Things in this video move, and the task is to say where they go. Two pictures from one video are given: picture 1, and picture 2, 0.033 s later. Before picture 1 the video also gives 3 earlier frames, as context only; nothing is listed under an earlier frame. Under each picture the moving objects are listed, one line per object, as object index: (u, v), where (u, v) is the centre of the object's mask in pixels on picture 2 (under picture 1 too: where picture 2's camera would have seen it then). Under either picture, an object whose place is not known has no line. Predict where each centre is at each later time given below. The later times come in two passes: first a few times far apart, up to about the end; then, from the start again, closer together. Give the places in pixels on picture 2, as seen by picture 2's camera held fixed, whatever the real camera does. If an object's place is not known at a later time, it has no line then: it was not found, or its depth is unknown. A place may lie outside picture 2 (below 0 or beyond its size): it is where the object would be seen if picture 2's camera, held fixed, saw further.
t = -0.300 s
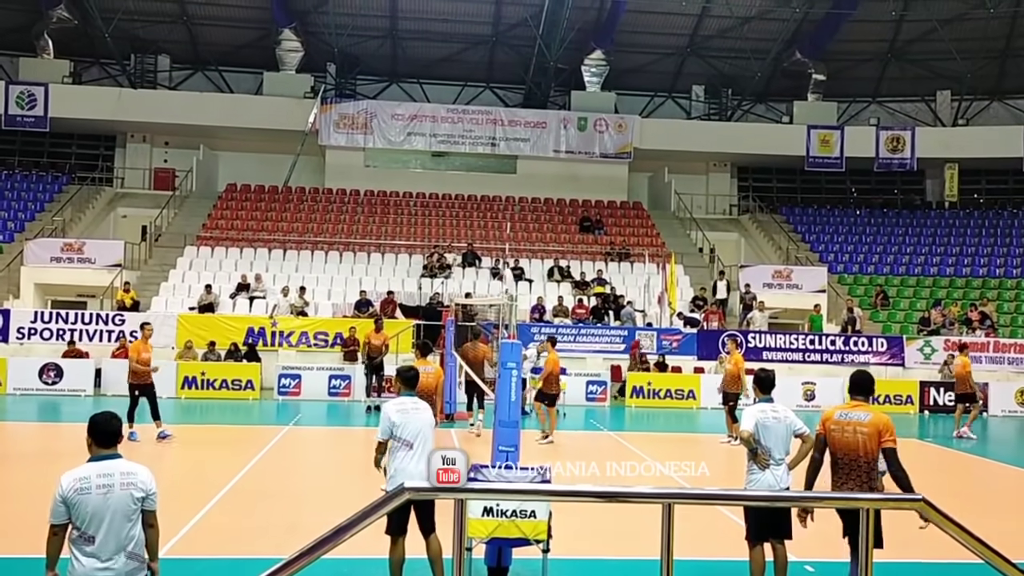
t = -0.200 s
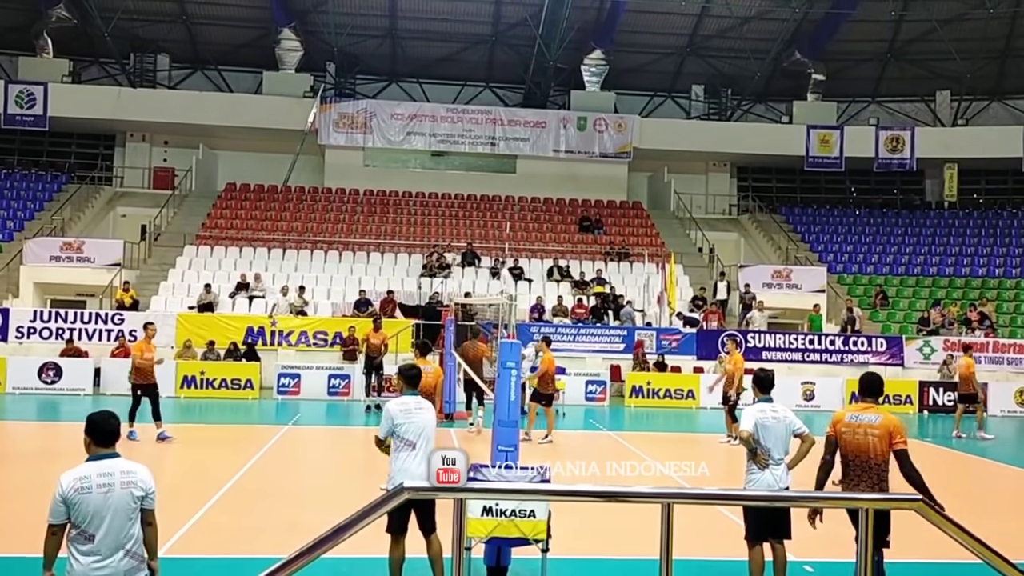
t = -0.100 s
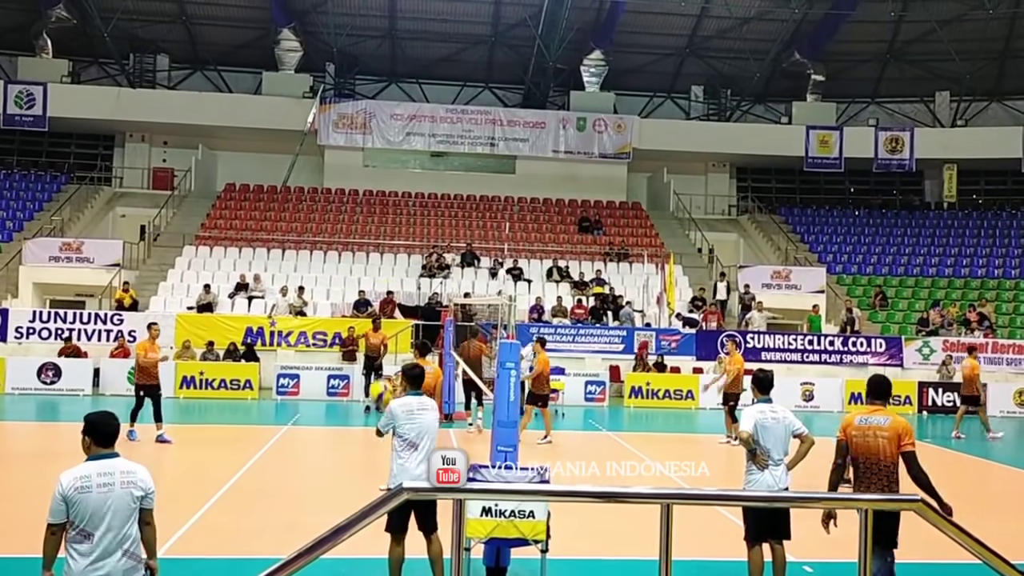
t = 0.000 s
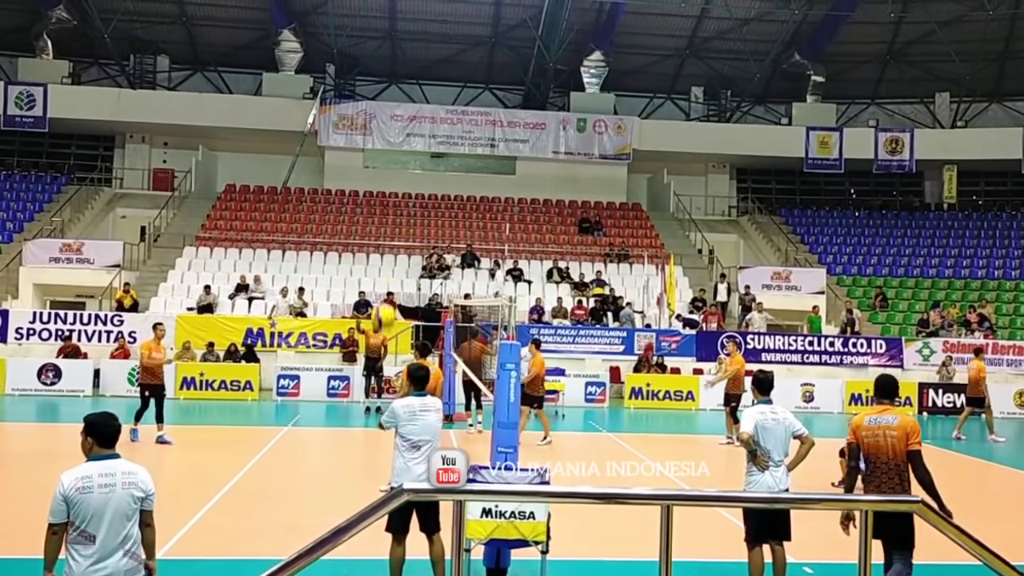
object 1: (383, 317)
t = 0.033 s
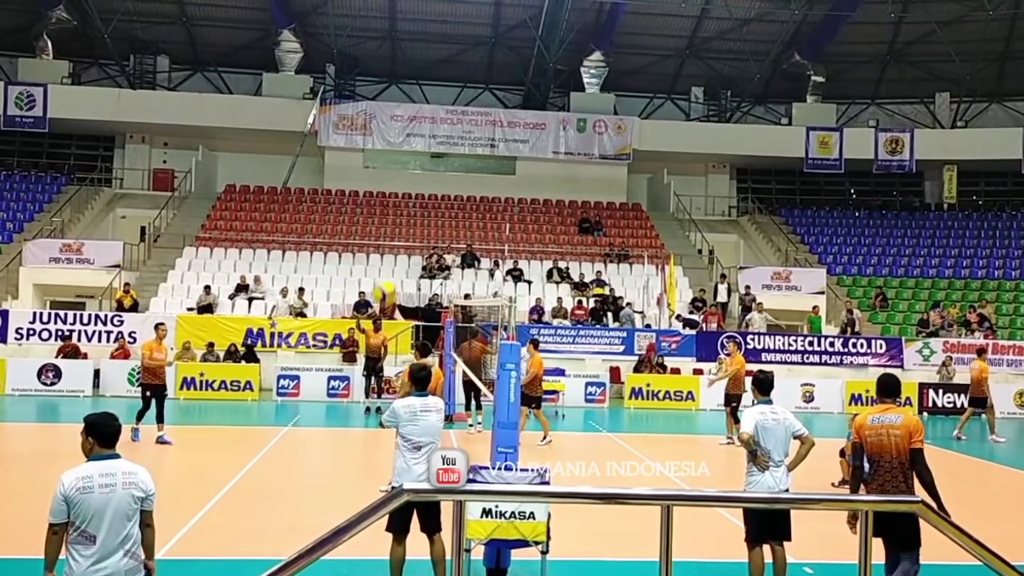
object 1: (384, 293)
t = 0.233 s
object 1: (389, 171)
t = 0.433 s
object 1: (391, 95)
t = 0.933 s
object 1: (390, 98)
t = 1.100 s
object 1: (388, 164)
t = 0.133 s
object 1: (387, 225)
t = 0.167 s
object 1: (387, 207)
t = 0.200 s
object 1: (389, 190)
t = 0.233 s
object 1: (389, 171)
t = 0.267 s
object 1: (389, 155)
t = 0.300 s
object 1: (390, 141)
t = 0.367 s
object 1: (390, 116)
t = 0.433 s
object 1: (391, 95)
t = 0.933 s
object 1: (390, 98)
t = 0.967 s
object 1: (390, 108)
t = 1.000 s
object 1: (389, 120)
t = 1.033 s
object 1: (389, 133)
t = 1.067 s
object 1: (389, 147)
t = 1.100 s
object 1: (388, 164)
